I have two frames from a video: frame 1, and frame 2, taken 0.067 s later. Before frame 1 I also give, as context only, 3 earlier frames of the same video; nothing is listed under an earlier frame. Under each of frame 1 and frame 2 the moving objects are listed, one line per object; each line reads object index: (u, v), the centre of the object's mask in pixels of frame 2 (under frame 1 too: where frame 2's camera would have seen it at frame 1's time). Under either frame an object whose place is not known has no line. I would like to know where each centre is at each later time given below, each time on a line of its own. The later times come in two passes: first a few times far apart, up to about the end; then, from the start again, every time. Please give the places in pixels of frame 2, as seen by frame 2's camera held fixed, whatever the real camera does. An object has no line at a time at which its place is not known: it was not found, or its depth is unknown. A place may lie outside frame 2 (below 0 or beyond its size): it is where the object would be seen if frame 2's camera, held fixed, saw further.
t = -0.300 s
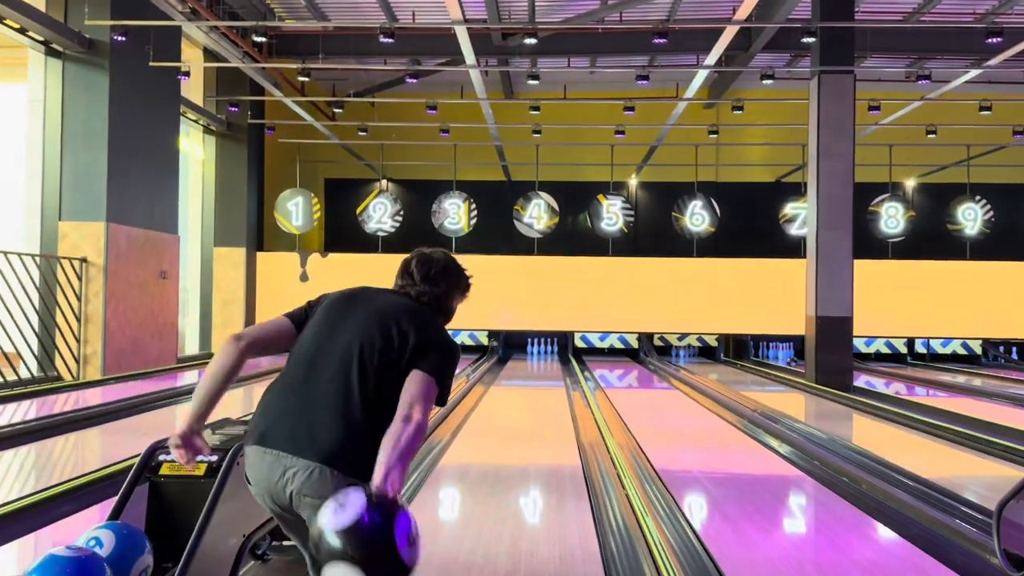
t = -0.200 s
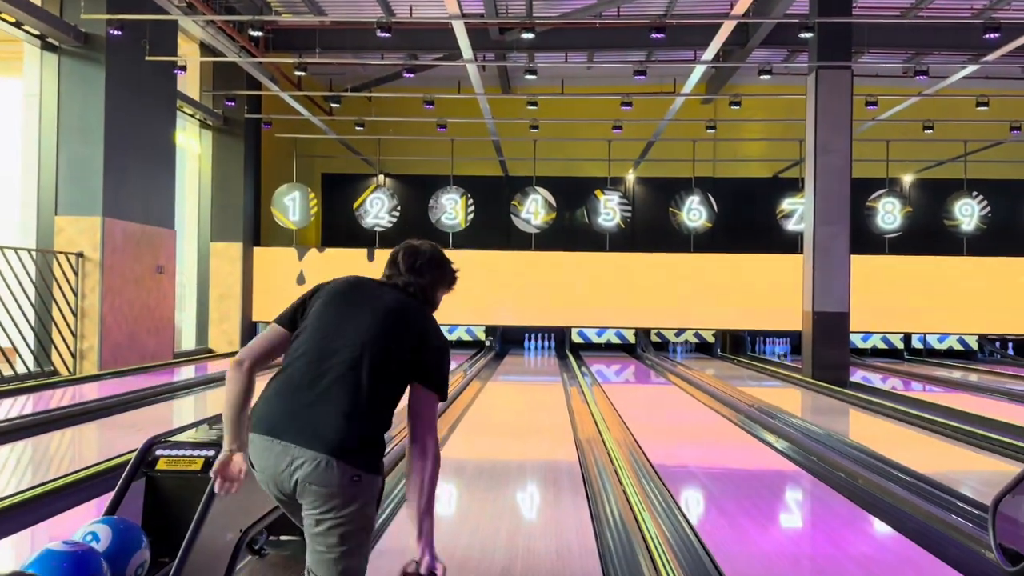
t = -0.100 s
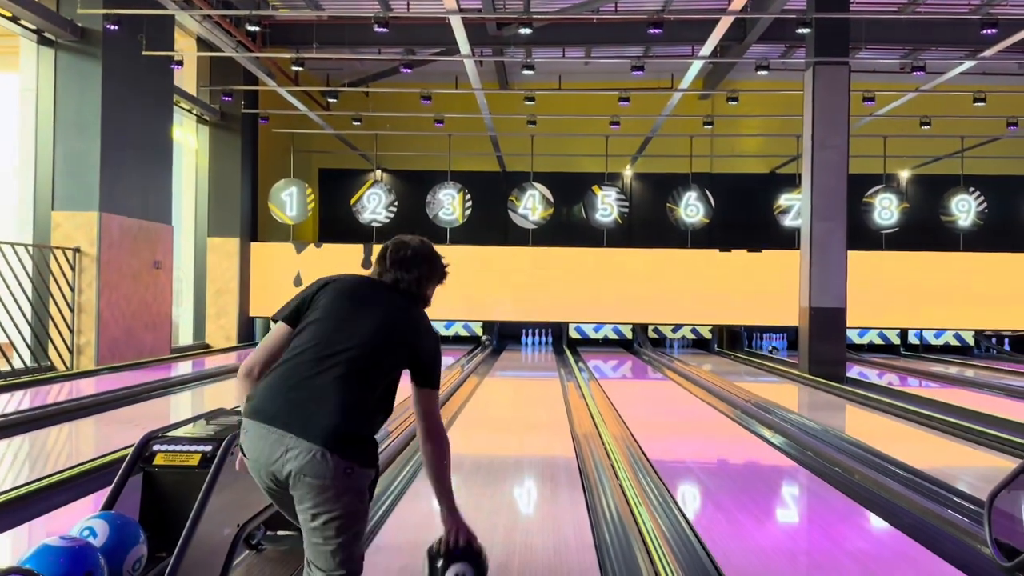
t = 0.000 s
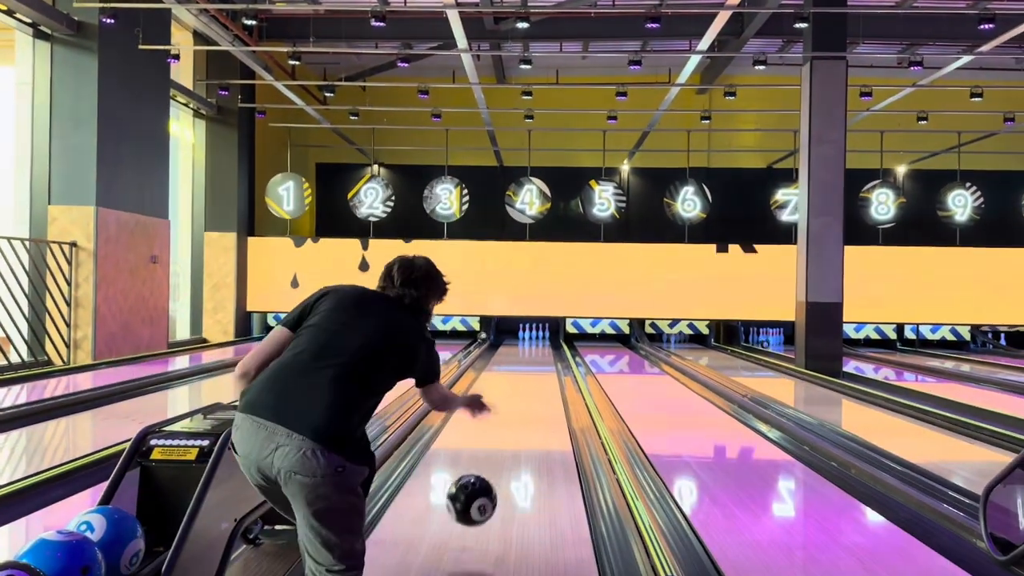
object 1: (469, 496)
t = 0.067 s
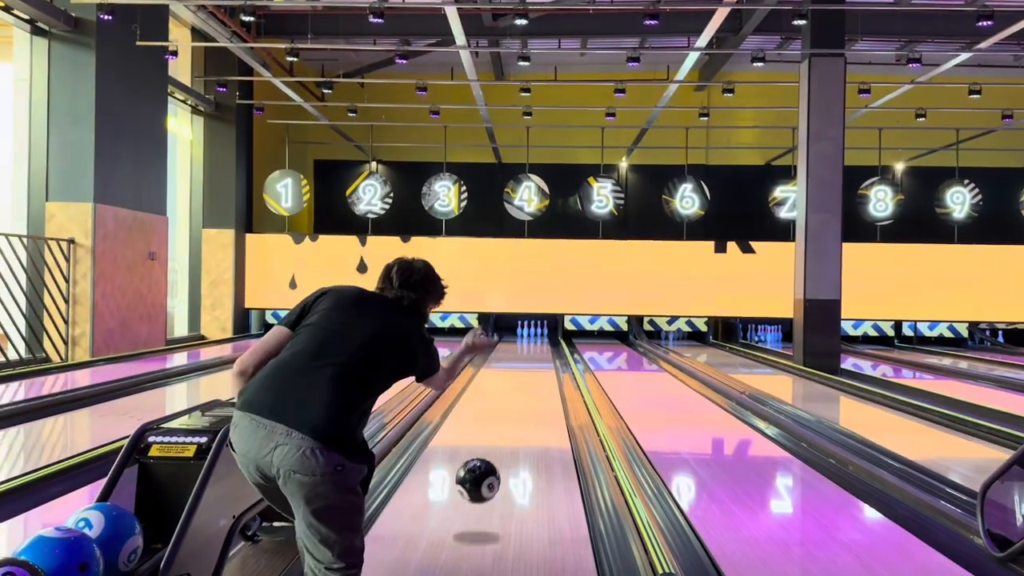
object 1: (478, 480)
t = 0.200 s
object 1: (490, 467)
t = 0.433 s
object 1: (502, 422)
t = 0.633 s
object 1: (508, 398)
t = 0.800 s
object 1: (511, 384)
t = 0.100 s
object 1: (482, 477)
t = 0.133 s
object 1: (485, 476)
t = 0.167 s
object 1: (487, 477)
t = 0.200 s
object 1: (490, 467)
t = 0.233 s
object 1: (492, 458)
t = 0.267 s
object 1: (494, 452)
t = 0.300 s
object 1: (496, 445)
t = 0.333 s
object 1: (498, 438)
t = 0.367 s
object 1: (499, 432)
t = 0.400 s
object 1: (500, 427)
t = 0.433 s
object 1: (502, 422)
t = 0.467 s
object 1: (503, 417)
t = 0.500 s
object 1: (504, 413)
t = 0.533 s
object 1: (505, 409)
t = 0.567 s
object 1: (506, 405)
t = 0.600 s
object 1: (507, 402)
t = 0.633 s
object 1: (508, 398)
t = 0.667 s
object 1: (508, 395)
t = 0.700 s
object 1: (509, 392)
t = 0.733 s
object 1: (510, 389)
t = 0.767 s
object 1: (510, 387)
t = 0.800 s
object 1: (511, 384)
